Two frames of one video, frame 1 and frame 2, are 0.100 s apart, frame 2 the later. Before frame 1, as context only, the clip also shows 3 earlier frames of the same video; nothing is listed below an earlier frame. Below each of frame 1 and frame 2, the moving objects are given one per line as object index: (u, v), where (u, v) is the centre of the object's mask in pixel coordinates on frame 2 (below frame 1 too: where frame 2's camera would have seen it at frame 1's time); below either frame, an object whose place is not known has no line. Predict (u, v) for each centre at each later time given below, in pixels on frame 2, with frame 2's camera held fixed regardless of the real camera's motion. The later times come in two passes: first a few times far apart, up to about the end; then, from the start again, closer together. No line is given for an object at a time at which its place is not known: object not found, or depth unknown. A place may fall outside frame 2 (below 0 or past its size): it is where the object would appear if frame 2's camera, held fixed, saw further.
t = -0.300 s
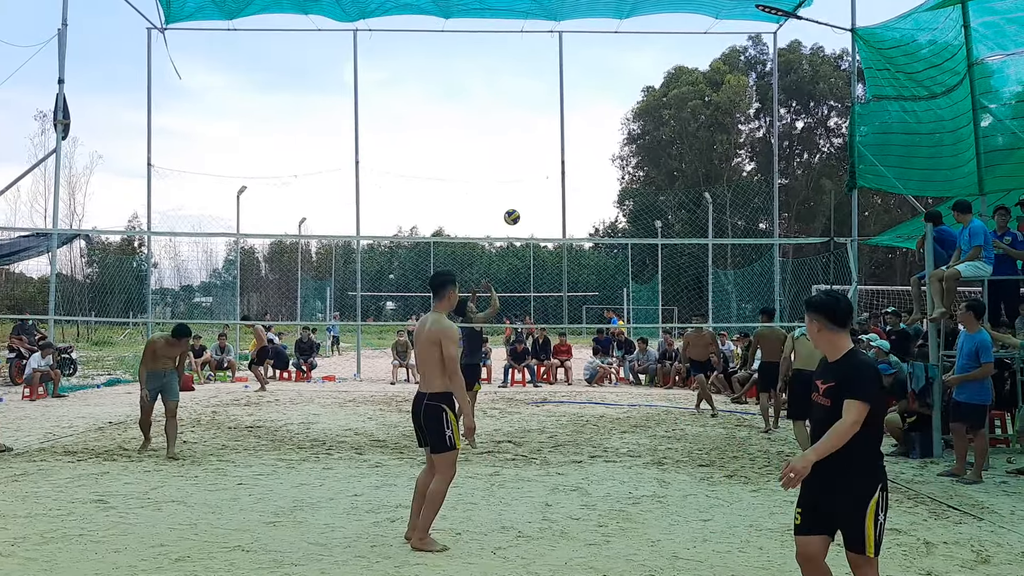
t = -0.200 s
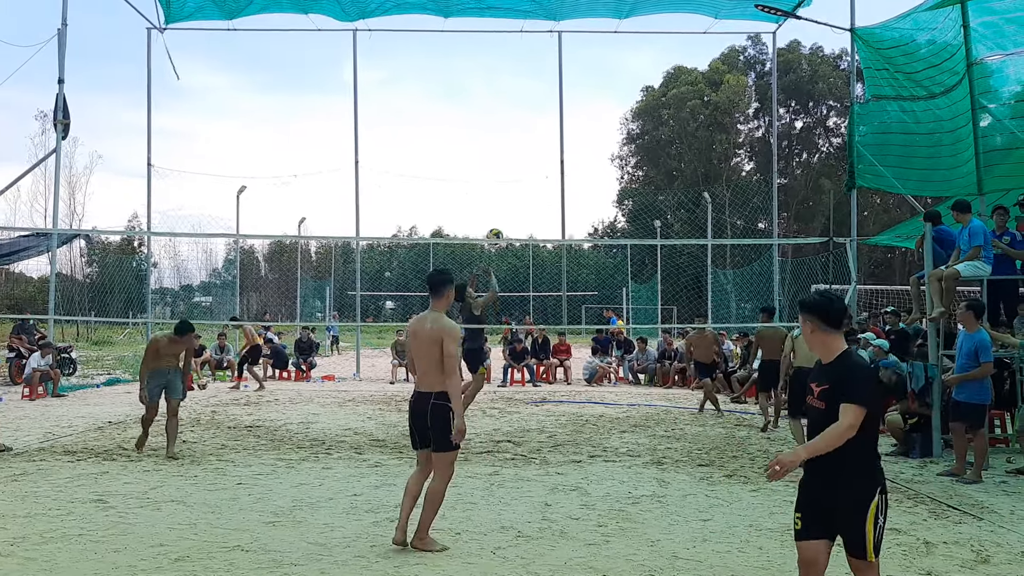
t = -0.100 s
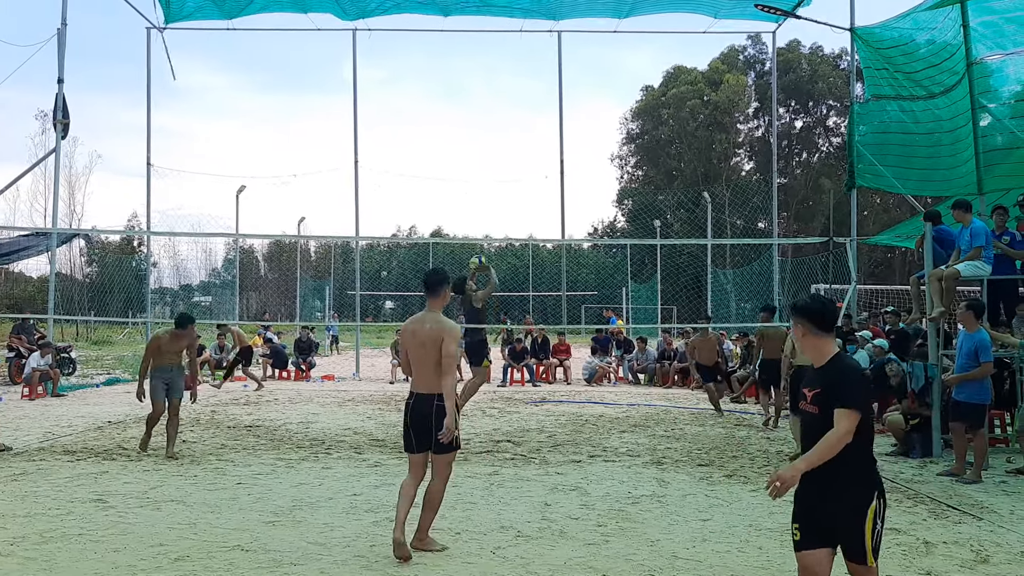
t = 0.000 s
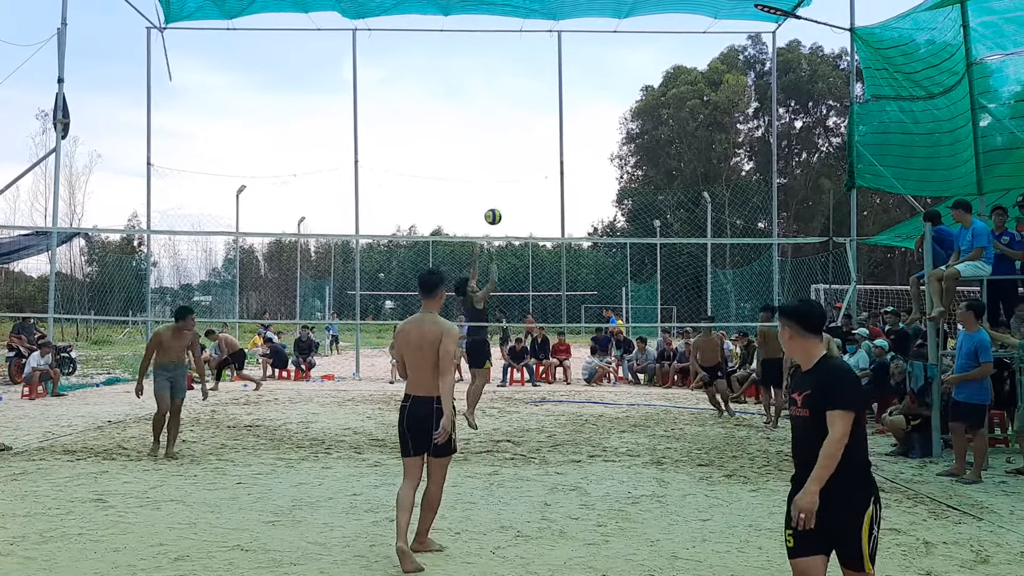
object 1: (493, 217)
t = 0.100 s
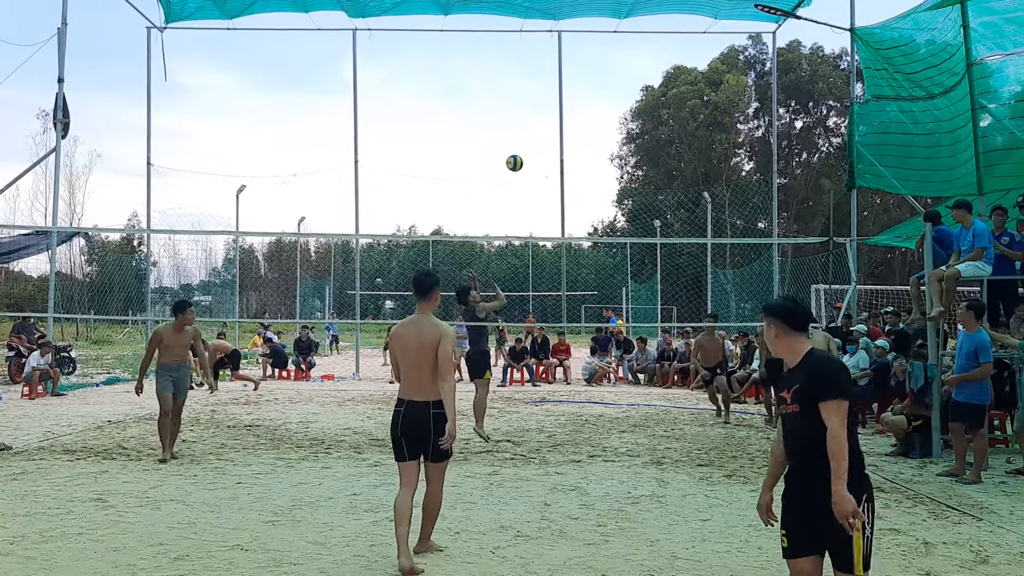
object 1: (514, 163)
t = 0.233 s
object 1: (544, 104)
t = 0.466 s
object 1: (597, 35)
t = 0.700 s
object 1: (652, 11)
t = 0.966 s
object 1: (714, 40)
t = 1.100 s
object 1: (747, 78)
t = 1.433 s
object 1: (831, 241)
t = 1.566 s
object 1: (864, 336)
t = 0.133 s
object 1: (522, 147)
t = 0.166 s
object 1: (529, 132)
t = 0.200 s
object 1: (536, 117)
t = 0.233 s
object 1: (544, 104)
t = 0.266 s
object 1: (551, 91)
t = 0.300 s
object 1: (559, 80)
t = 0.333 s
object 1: (566, 69)
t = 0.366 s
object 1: (573, 59)
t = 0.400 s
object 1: (581, 50)
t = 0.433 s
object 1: (589, 42)
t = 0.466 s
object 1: (597, 35)
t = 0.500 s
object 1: (604, 29)
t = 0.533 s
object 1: (612, 24)
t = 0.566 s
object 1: (620, 20)
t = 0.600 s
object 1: (628, 16)
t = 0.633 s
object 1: (636, 14)
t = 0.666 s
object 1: (644, 12)
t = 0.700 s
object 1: (652, 11)
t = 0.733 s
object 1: (659, 12)
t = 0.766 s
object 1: (667, 13)
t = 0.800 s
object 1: (675, 15)
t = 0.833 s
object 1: (683, 19)
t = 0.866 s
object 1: (691, 23)
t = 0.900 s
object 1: (699, 27)
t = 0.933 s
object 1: (707, 33)
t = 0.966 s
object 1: (714, 40)
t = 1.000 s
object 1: (723, 48)
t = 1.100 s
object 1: (747, 78)
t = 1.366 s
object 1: (813, 201)
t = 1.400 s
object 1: (822, 221)
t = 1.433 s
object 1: (831, 241)
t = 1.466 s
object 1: (839, 263)
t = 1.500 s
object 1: (847, 287)
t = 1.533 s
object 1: (855, 311)
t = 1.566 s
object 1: (864, 336)
